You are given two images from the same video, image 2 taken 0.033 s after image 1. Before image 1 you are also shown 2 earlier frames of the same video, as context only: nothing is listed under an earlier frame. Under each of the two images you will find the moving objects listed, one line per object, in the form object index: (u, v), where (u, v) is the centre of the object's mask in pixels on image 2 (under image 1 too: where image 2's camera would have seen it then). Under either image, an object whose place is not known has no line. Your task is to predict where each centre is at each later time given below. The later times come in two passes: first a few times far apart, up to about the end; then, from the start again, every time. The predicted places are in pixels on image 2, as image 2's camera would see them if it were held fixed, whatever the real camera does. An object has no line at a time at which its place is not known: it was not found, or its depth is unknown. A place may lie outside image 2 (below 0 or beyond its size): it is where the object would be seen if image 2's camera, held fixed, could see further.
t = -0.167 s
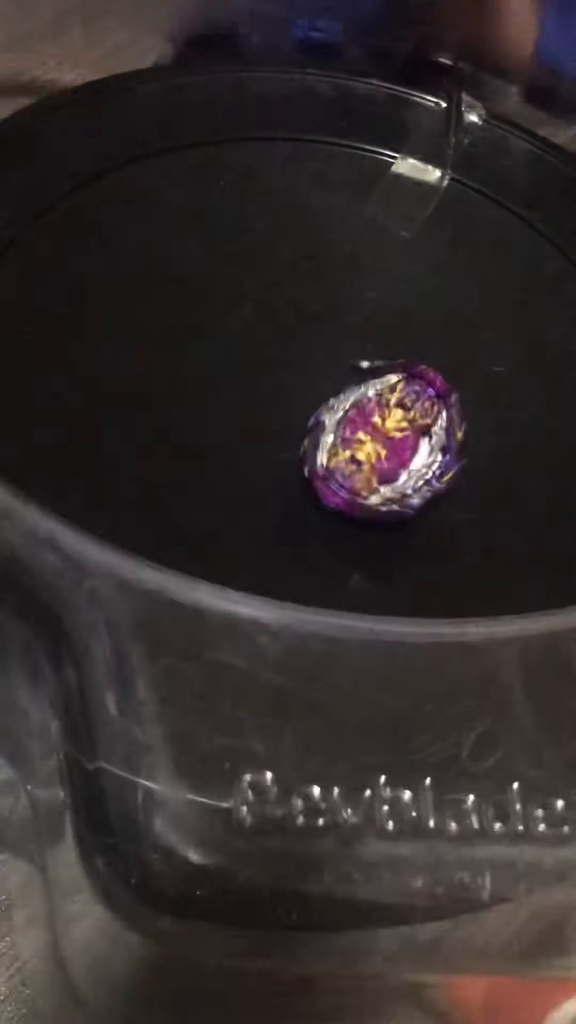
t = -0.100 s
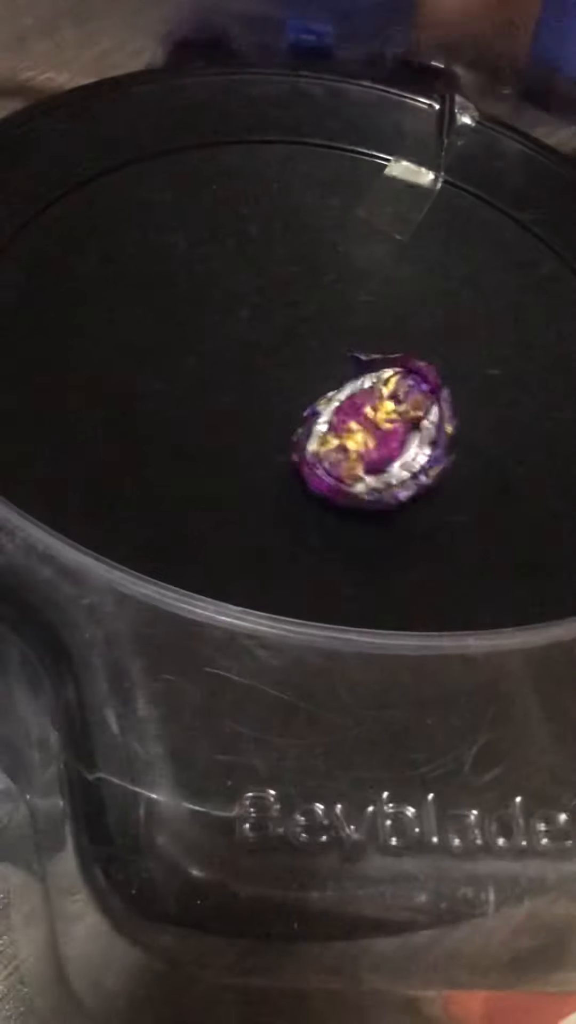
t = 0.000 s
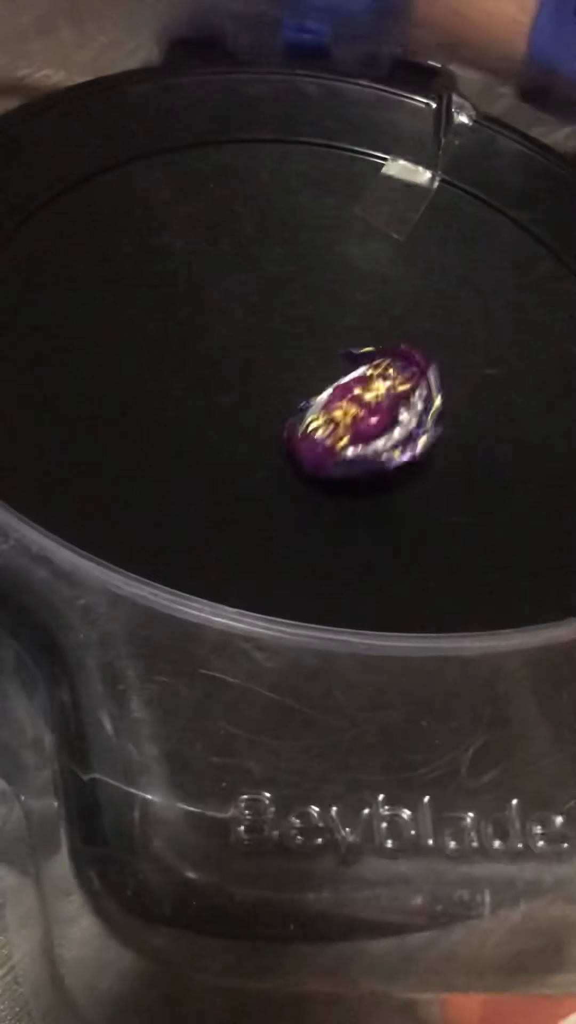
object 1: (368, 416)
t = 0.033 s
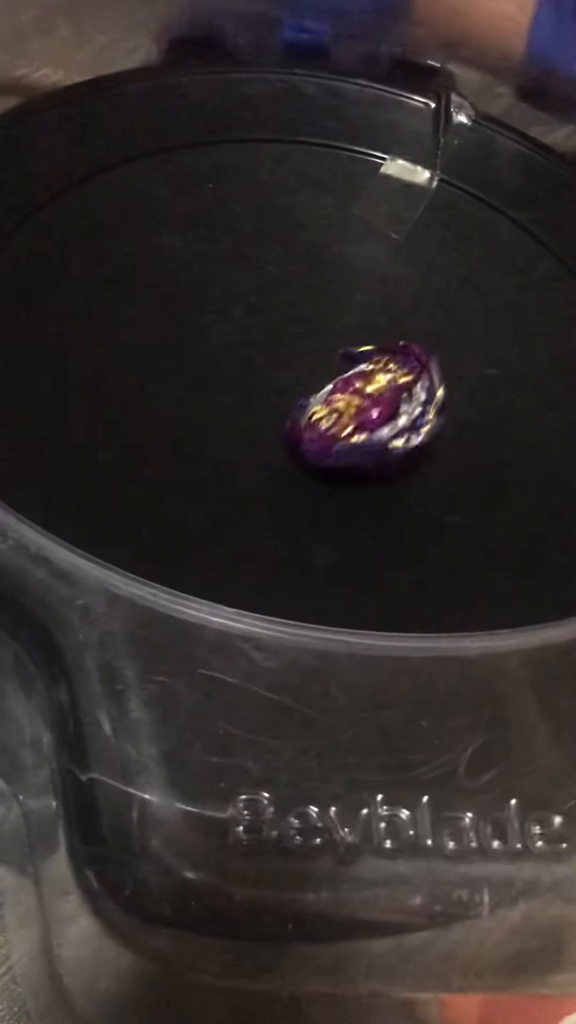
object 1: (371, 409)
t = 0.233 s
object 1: (392, 402)
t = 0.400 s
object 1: (368, 412)
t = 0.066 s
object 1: (376, 406)
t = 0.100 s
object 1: (381, 403)
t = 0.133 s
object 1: (387, 402)
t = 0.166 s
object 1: (390, 402)
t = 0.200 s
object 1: (392, 402)
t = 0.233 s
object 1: (392, 402)
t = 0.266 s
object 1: (390, 402)
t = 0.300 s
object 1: (385, 403)
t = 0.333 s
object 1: (380, 404)
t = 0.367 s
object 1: (374, 406)
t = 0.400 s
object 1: (368, 412)
